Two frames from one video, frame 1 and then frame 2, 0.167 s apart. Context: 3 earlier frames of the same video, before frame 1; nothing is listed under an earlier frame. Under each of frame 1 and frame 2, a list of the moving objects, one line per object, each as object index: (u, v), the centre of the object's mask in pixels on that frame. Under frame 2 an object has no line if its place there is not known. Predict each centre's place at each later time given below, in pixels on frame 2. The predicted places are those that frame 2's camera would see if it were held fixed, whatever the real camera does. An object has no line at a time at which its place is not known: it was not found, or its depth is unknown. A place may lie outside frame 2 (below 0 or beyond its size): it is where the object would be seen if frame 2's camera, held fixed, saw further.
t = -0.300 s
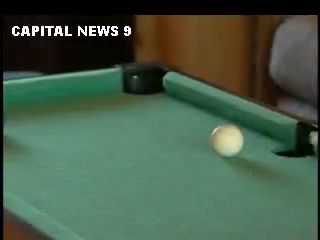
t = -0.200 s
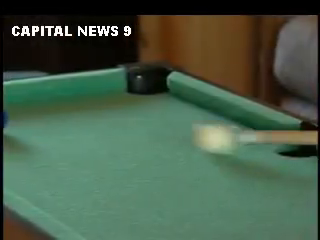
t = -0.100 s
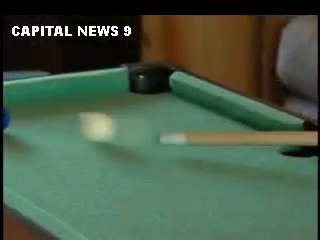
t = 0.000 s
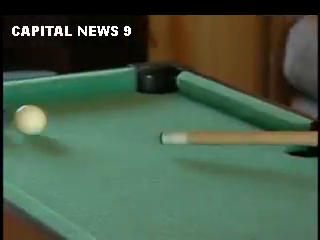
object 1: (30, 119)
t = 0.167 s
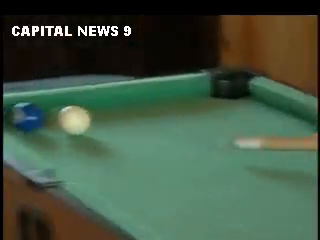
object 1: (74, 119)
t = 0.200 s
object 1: (69, 119)
